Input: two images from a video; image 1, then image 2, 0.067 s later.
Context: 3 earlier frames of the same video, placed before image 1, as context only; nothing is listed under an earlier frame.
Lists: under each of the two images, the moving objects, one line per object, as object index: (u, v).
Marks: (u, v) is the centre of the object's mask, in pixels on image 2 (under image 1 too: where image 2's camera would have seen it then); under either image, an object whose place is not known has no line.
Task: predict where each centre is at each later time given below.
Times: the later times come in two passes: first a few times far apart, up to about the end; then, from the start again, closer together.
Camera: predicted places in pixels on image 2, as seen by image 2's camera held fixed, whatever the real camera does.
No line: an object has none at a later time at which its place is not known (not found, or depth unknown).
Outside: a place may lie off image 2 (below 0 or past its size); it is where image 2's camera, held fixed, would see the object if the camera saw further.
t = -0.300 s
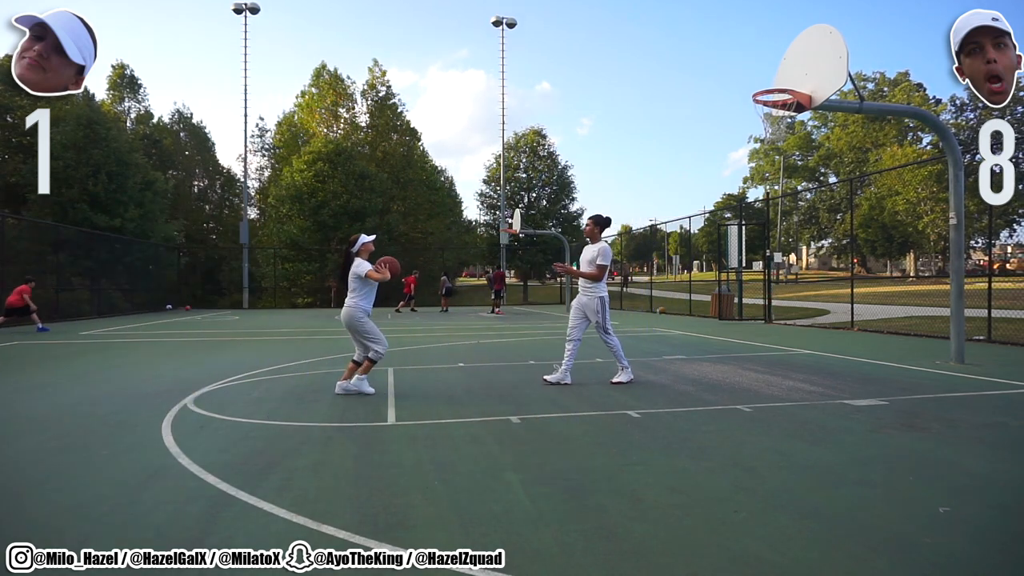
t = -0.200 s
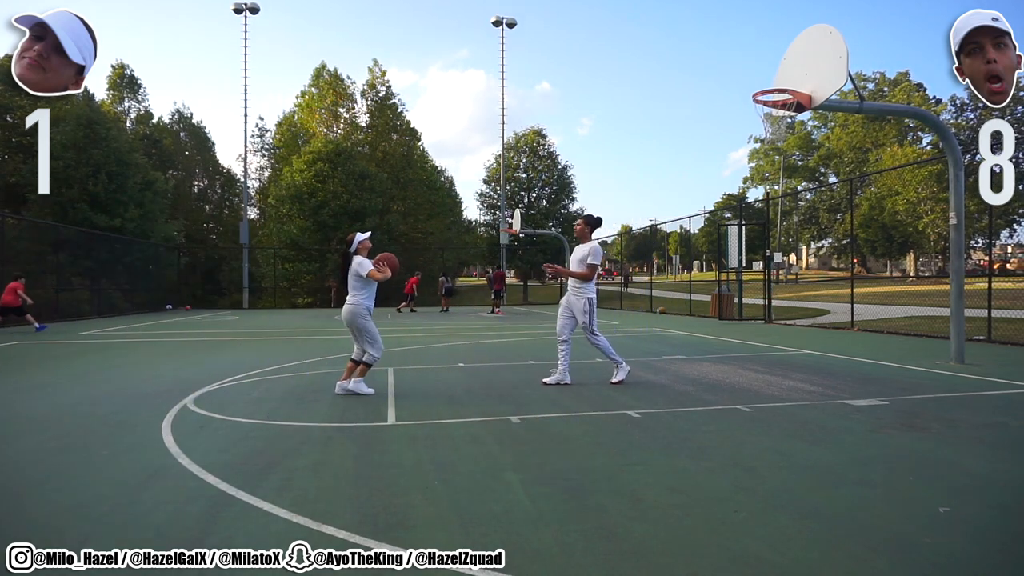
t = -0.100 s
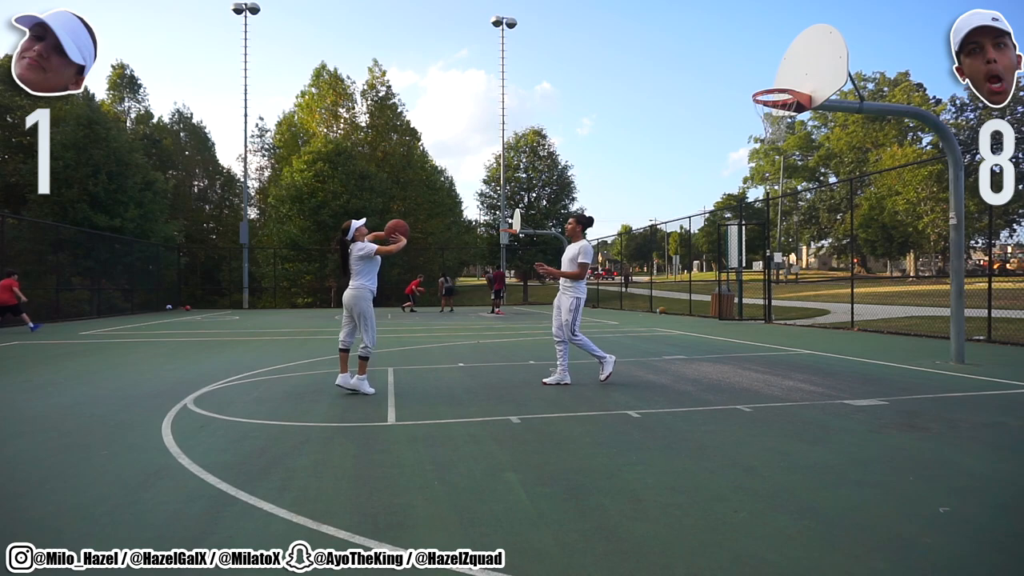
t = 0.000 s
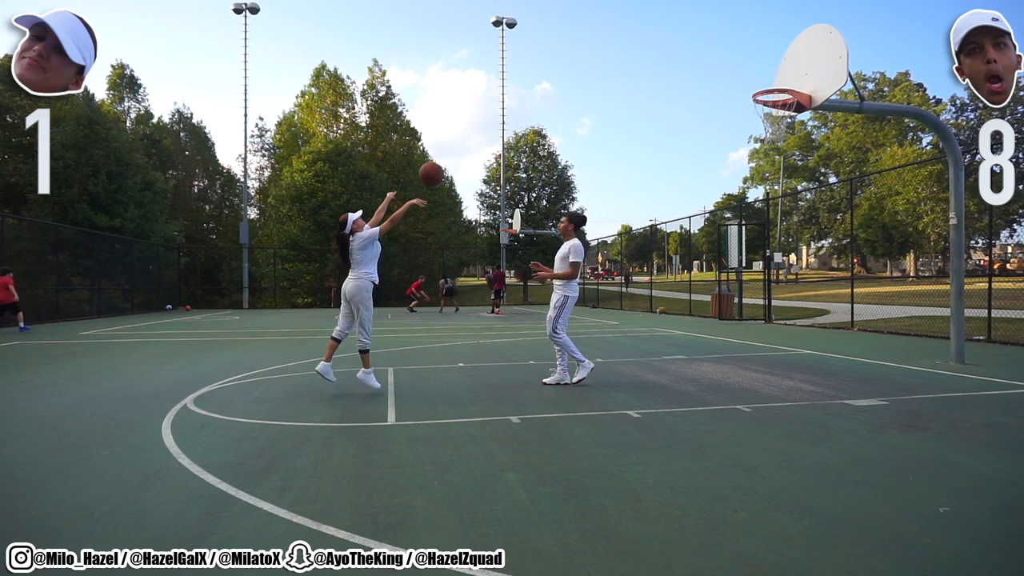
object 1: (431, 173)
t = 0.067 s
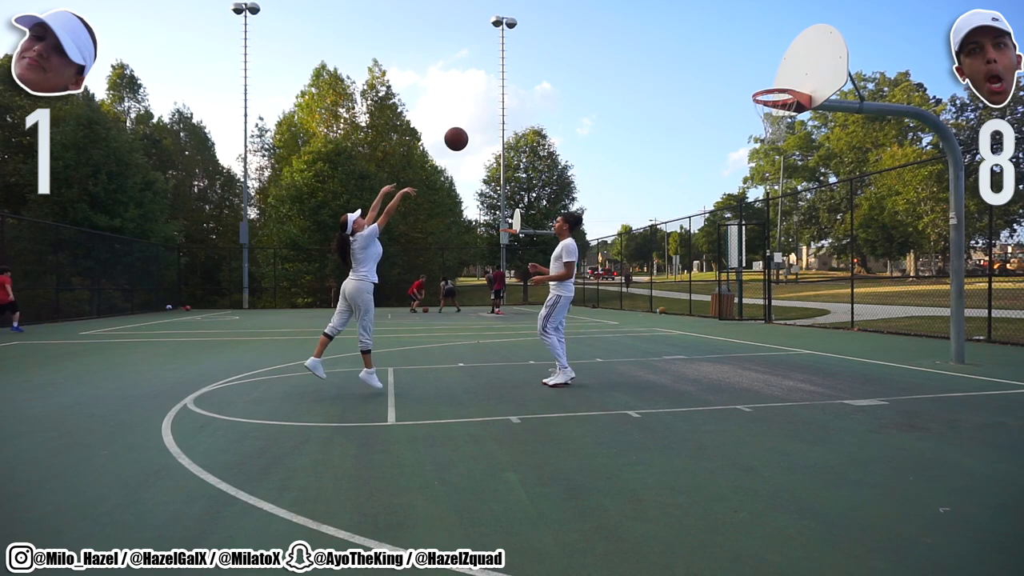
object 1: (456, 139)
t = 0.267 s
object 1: (528, 62)
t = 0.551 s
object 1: (623, 23)
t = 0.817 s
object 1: (706, 56)
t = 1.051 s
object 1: (775, 137)
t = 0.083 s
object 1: (462, 130)
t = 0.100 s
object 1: (469, 123)
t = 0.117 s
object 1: (474, 115)
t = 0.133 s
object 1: (481, 108)
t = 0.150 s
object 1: (487, 101)
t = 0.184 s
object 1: (498, 89)
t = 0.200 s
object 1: (504, 83)
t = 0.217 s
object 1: (510, 77)
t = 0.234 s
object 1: (516, 71)
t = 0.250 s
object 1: (522, 66)
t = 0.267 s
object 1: (528, 62)
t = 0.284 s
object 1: (533, 57)
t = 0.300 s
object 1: (539, 53)
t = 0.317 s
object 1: (545, 49)
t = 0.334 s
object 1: (551, 45)
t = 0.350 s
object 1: (557, 42)
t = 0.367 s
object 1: (562, 39)
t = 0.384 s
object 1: (568, 36)
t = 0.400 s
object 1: (573, 34)
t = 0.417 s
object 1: (579, 31)
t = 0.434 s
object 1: (585, 29)
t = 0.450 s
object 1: (590, 27)
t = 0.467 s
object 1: (596, 26)
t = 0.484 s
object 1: (601, 25)
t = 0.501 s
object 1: (607, 24)
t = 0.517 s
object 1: (612, 23)
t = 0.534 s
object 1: (618, 23)
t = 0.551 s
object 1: (623, 23)
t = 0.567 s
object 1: (628, 23)
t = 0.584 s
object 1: (634, 23)
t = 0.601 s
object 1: (639, 24)
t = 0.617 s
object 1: (644, 25)
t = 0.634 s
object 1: (650, 26)
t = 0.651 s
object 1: (655, 27)
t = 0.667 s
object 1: (660, 29)
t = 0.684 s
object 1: (665, 31)
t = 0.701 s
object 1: (670, 33)
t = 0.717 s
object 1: (676, 36)
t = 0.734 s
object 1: (681, 38)
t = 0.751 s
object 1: (686, 41)
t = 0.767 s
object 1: (691, 45)
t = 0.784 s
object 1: (696, 48)
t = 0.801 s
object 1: (701, 52)
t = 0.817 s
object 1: (706, 56)
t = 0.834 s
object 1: (711, 60)
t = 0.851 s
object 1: (716, 64)
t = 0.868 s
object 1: (721, 69)
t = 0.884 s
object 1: (726, 74)
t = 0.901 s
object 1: (731, 79)
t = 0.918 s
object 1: (736, 85)
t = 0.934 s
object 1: (741, 90)
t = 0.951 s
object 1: (745, 96)
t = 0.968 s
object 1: (750, 103)
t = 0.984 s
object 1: (755, 109)
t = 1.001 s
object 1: (760, 116)
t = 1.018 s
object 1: (765, 123)
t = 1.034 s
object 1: (770, 130)
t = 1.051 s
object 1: (775, 137)
